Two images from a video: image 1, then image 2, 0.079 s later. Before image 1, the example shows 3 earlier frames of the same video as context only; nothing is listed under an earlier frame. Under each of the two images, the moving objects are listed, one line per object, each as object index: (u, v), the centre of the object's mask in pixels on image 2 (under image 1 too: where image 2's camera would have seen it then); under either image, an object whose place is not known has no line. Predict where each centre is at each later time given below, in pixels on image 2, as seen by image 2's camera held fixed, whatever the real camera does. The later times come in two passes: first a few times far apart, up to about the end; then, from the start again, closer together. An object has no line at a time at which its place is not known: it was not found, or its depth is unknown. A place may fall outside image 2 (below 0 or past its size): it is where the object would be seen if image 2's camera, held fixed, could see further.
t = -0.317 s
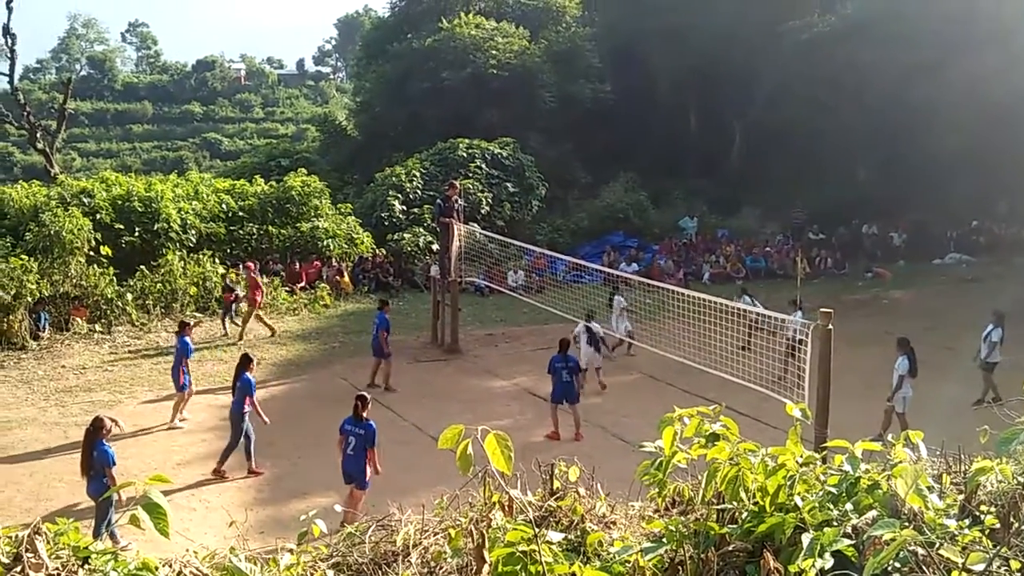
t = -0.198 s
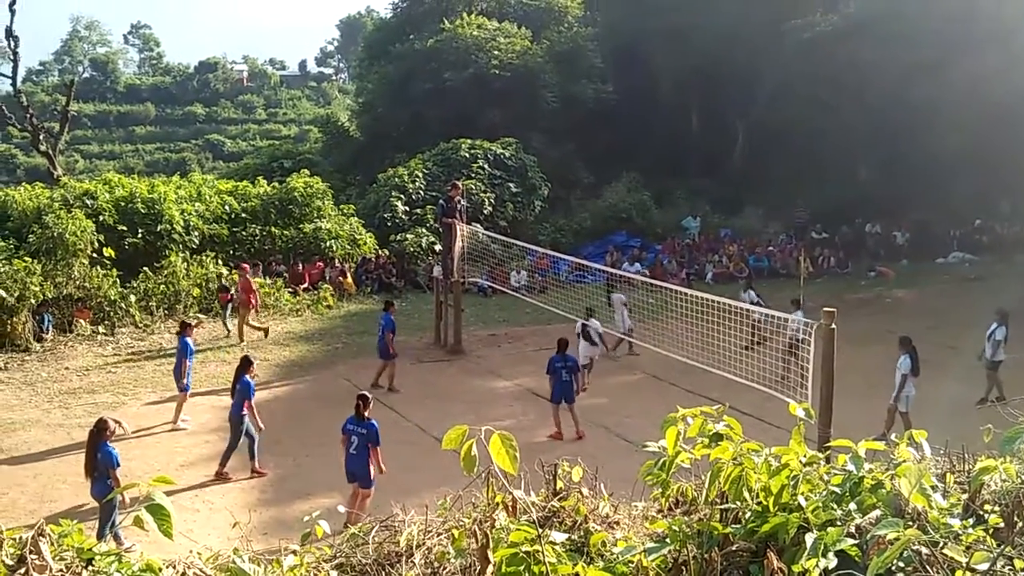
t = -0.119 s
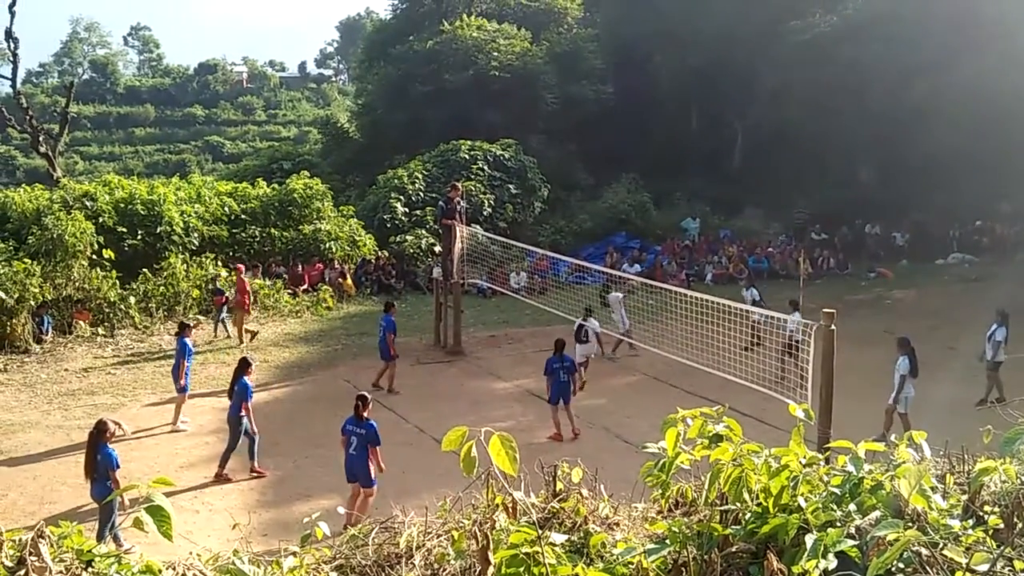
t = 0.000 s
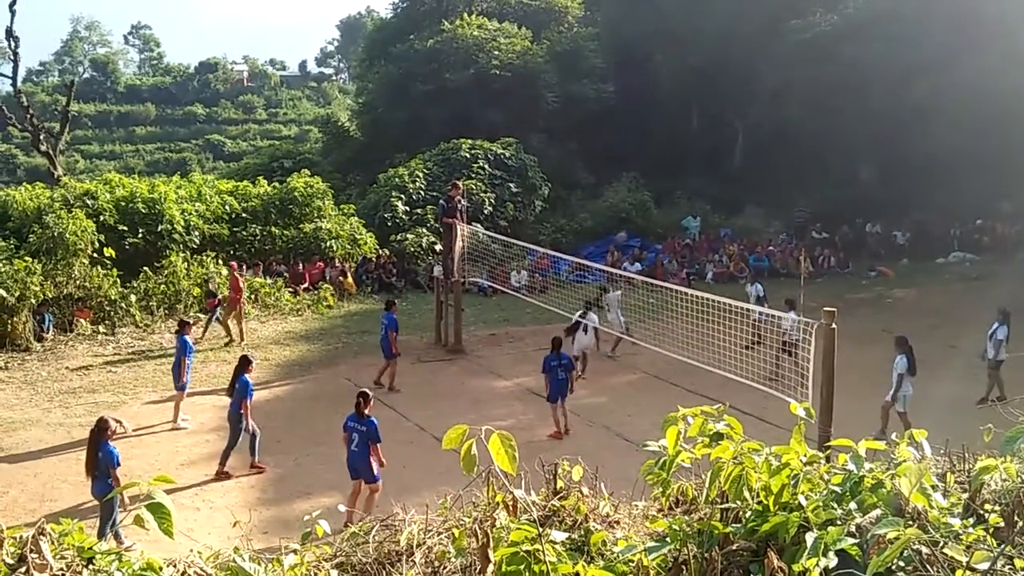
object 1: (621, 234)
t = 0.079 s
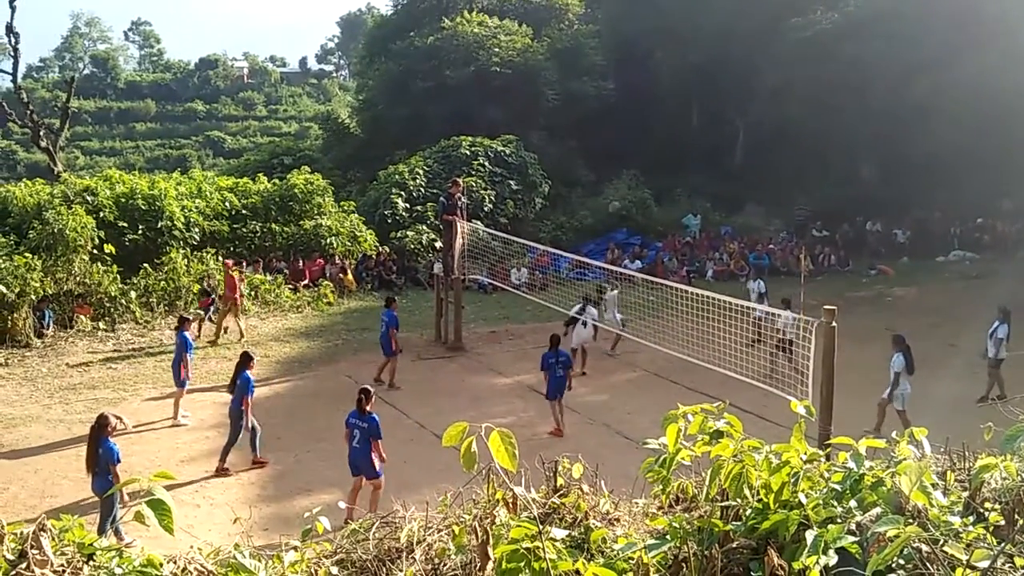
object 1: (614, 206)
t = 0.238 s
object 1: (600, 159)
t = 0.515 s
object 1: (574, 104)
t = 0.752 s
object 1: (550, 94)
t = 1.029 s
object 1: (521, 122)
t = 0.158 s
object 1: (607, 180)
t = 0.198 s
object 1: (604, 169)
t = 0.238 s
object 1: (600, 159)
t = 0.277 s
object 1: (597, 148)
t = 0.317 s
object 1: (593, 139)
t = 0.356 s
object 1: (590, 131)
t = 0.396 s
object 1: (586, 123)
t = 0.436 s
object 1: (582, 116)
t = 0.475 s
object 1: (578, 111)
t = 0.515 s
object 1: (574, 104)
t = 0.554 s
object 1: (571, 101)
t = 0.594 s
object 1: (567, 98)
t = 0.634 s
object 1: (563, 95)
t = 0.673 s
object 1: (558, 94)
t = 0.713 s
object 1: (554, 93)
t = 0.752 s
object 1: (550, 94)
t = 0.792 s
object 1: (546, 95)
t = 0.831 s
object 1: (542, 97)
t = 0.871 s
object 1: (538, 100)
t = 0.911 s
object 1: (533, 104)
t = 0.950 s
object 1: (529, 109)
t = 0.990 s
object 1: (525, 115)
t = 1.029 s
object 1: (521, 122)
